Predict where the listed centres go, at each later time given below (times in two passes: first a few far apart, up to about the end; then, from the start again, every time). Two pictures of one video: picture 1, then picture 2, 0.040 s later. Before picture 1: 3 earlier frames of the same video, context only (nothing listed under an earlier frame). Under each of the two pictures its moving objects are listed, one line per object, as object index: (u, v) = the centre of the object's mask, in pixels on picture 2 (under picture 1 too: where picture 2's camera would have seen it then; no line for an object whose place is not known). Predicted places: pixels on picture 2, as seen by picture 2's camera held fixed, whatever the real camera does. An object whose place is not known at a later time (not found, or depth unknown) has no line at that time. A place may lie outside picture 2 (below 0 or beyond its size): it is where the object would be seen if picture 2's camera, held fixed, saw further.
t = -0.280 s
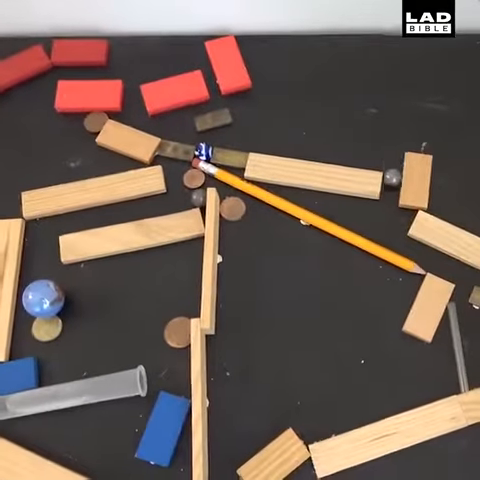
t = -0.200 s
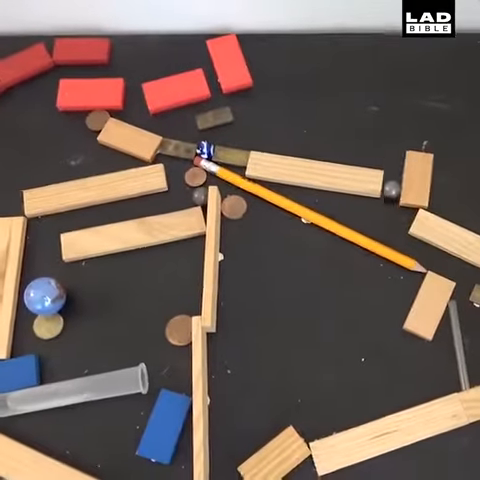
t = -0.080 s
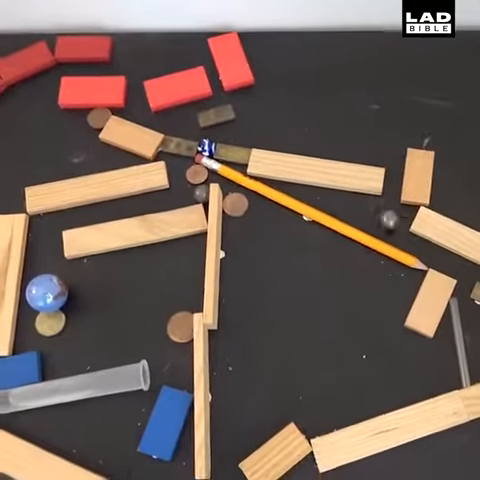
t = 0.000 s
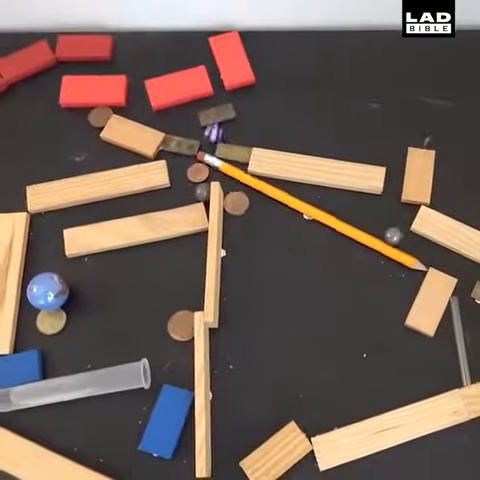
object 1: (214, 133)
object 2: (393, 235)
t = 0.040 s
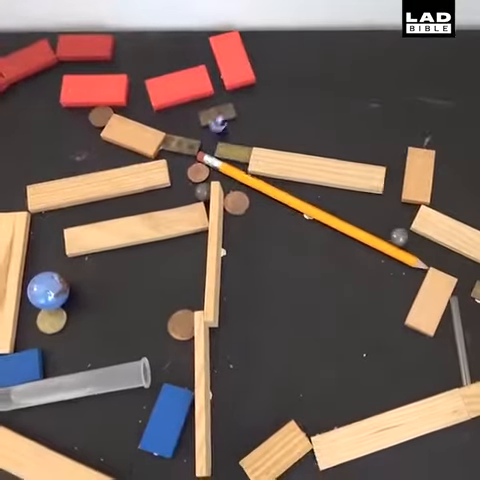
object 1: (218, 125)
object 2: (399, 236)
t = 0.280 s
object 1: (245, 138)
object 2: (440, 258)
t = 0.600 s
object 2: (466, 286)
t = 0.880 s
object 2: (465, 290)
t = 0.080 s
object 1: (223, 126)
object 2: (405, 240)
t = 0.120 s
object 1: (228, 127)
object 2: (411, 242)
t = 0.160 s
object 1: (233, 127)
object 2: (418, 246)
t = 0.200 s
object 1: (238, 130)
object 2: (425, 250)
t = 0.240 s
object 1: (243, 135)
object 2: (432, 255)
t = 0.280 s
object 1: (245, 138)
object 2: (440, 258)
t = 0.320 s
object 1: (252, 138)
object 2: (449, 263)
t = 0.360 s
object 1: (258, 140)
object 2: (457, 267)
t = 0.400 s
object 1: (260, 140)
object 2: (467, 273)
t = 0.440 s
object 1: (267, 140)
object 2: (471, 275)
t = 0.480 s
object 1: (271, 141)
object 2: (469, 278)
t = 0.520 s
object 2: (468, 282)
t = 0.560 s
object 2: (467, 284)
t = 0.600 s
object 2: (466, 286)
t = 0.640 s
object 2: (464, 290)
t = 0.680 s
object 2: (464, 290)
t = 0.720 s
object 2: (464, 290)
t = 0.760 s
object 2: (464, 290)
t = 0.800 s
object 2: (465, 290)
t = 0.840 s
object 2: (465, 290)
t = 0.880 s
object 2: (465, 290)
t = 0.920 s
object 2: (464, 290)
